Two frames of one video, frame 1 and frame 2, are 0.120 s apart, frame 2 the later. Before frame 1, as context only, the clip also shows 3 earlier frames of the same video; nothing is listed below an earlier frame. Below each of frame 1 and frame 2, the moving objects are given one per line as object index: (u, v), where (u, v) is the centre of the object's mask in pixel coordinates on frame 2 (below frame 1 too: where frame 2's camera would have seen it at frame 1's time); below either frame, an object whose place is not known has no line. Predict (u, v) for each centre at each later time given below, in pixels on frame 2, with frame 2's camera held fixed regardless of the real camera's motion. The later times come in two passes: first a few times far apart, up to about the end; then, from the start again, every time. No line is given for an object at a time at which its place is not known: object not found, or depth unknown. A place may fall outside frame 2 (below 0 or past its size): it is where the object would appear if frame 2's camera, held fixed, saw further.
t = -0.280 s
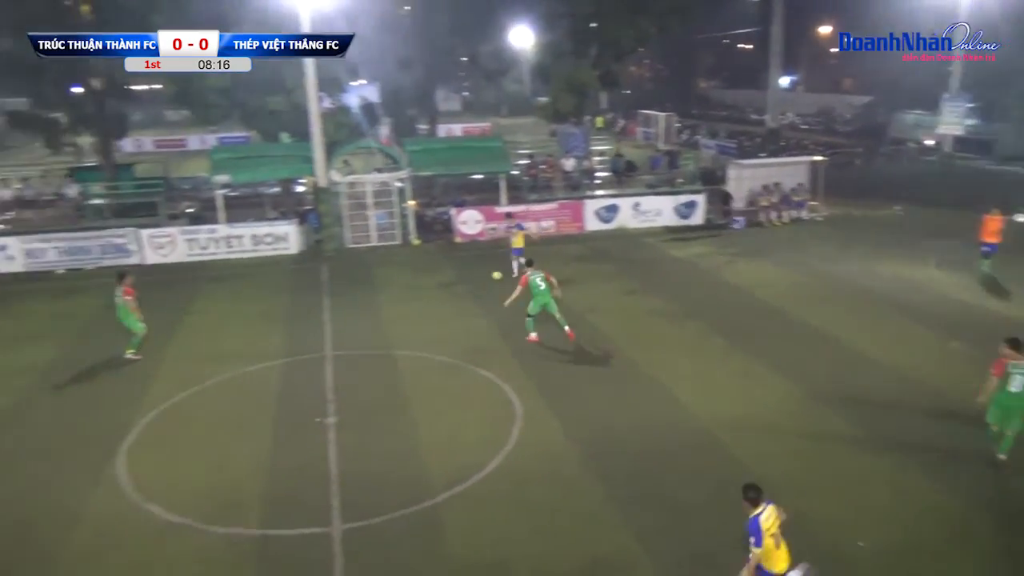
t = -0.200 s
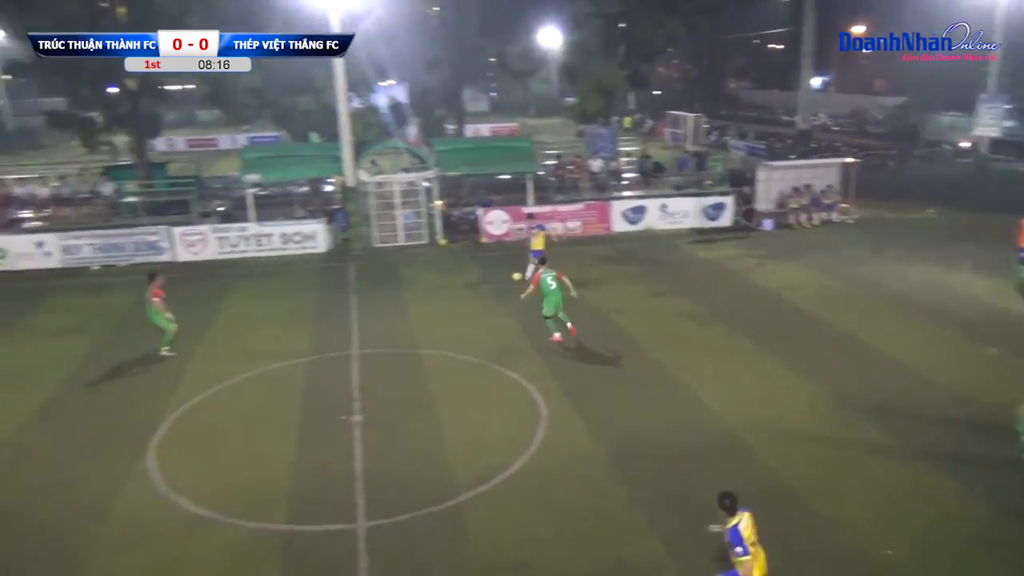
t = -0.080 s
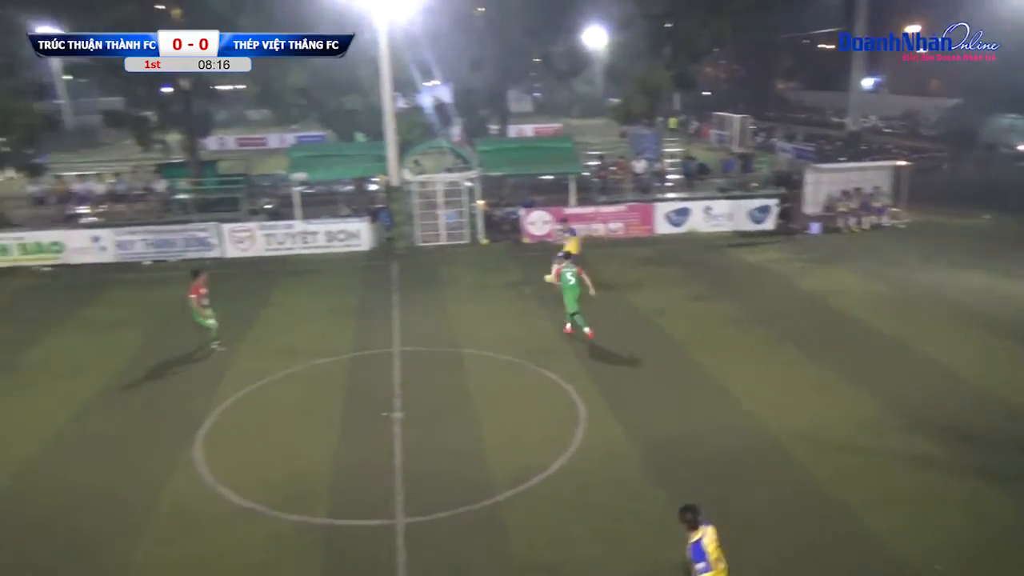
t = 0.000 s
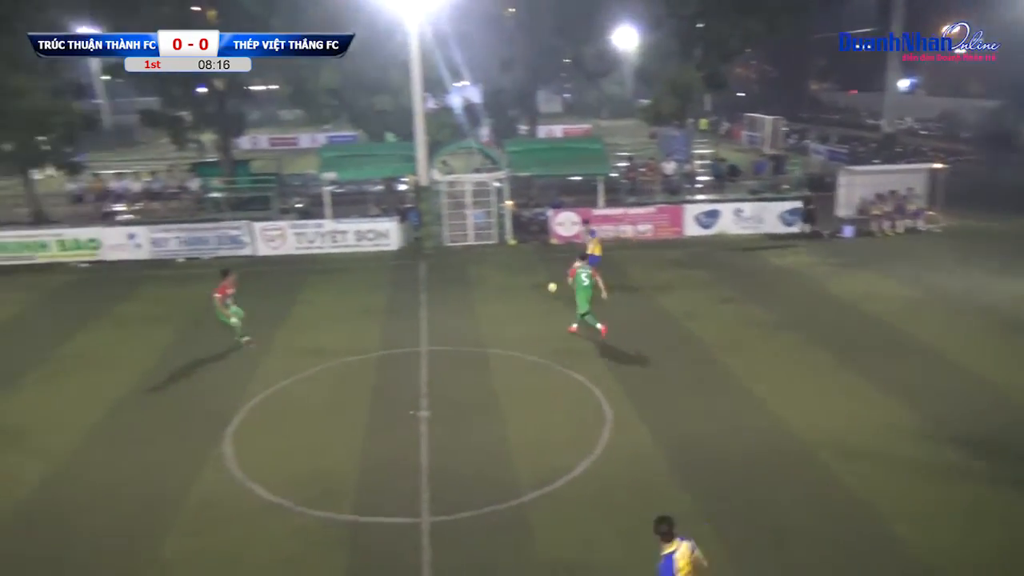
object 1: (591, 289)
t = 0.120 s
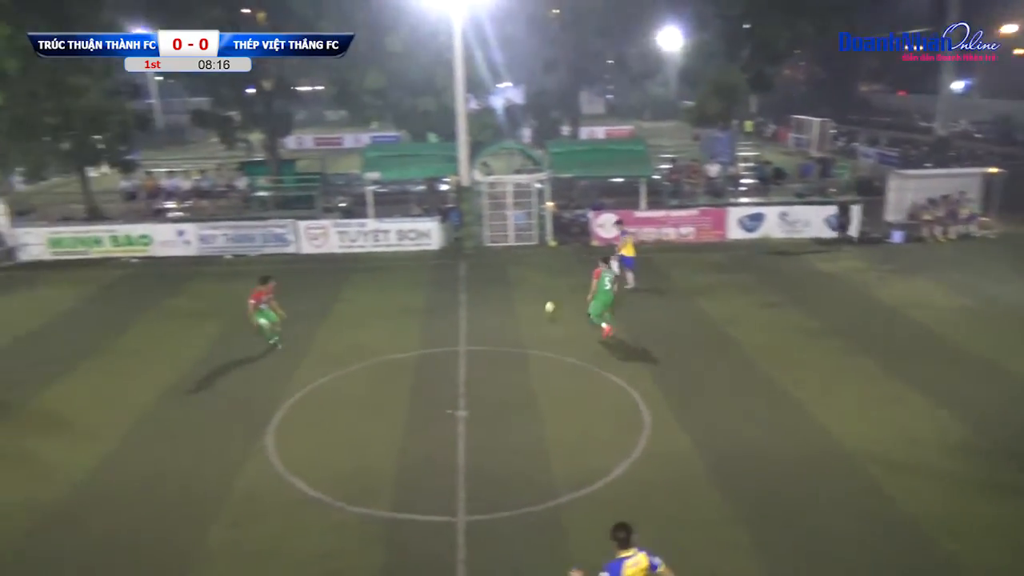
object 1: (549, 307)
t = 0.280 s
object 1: (485, 341)
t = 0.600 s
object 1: (328, 417)
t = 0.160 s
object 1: (534, 316)
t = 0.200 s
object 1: (518, 326)
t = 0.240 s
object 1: (502, 335)
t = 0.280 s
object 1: (485, 341)
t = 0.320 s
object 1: (468, 349)
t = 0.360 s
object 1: (450, 358)
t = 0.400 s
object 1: (430, 368)
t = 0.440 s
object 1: (411, 378)
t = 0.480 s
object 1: (392, 386)
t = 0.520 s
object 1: (371, 394)
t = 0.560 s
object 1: (350, 405)
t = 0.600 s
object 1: (328, 417)
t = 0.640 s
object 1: (303, 431)
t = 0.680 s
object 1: (280, 445)
